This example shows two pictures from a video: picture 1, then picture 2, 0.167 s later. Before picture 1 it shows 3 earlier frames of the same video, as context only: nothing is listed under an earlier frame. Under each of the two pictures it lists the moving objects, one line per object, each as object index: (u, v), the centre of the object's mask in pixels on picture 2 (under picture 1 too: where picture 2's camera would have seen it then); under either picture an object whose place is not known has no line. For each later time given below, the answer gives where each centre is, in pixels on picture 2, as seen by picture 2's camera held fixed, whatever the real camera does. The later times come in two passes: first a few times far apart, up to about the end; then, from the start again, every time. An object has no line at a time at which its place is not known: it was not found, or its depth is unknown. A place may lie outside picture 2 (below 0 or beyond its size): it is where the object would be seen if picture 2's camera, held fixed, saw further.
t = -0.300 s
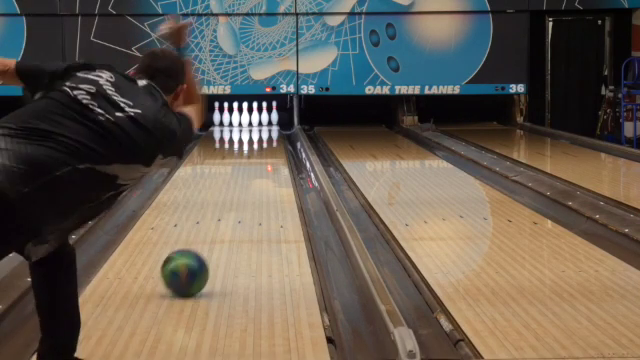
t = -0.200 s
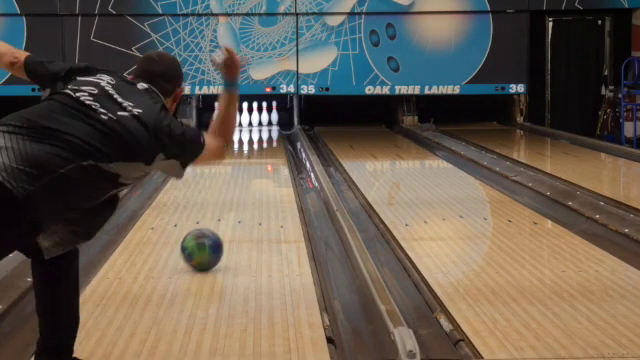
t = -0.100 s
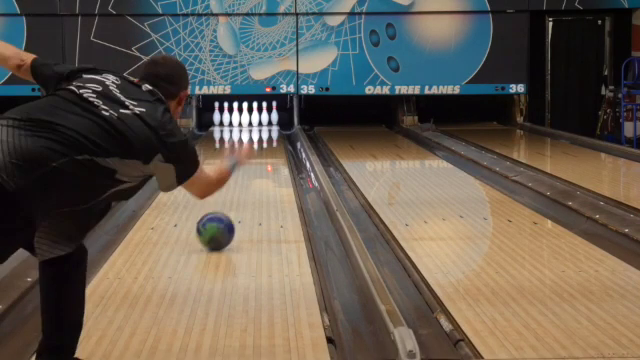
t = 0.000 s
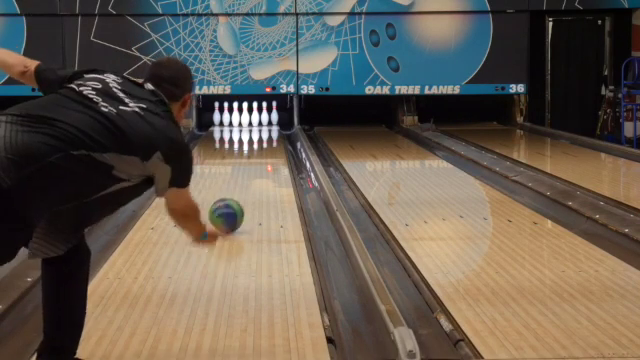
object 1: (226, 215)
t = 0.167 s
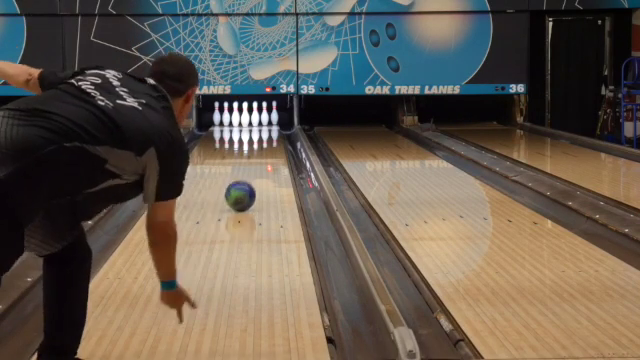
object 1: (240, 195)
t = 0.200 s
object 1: (242, 192)
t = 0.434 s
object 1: (255, 172)
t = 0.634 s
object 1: (263, 159)
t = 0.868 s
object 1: (269, 147)
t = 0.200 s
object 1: (242, 192)
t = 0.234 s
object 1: (244, 189)
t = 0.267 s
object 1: (247, 186)
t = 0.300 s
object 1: (248, 183)
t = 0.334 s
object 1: (250, 180)
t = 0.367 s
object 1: (252, 177)
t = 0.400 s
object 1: (254, 175)
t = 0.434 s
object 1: (255, 172)
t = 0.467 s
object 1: (257, 170)
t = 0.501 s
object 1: (258, 168)
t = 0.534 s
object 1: (260, 166)
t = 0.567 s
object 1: (261, 163)
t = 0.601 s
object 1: (262, 161)
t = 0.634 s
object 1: (263, 159)
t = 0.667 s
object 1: (264, 157)
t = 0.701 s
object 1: (265, 155)
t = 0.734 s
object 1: (266, 154)
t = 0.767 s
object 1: (266, 153)
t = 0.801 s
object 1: (267, 151)
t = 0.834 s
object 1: (268, 149)
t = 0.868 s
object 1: (269, 147)
